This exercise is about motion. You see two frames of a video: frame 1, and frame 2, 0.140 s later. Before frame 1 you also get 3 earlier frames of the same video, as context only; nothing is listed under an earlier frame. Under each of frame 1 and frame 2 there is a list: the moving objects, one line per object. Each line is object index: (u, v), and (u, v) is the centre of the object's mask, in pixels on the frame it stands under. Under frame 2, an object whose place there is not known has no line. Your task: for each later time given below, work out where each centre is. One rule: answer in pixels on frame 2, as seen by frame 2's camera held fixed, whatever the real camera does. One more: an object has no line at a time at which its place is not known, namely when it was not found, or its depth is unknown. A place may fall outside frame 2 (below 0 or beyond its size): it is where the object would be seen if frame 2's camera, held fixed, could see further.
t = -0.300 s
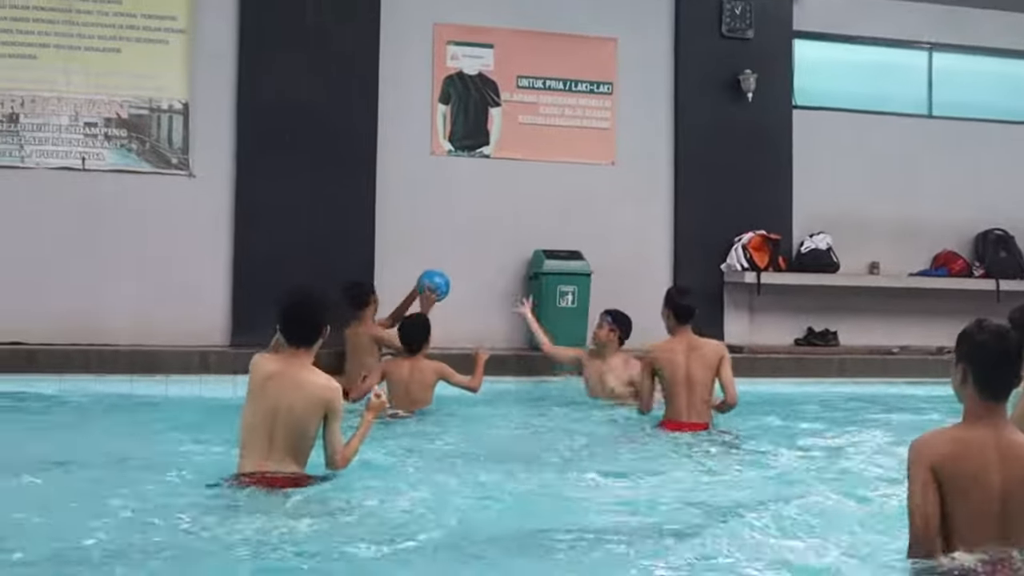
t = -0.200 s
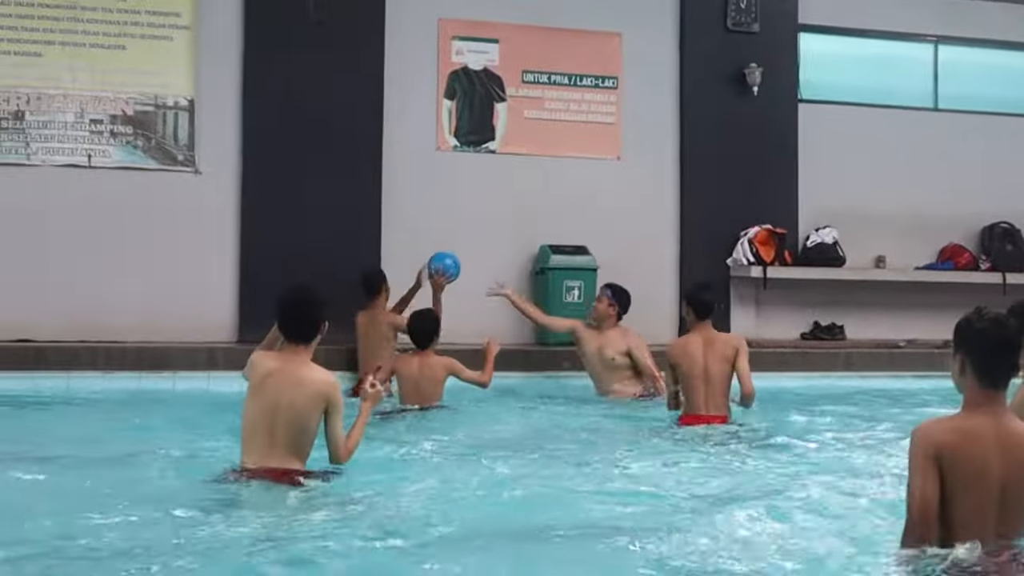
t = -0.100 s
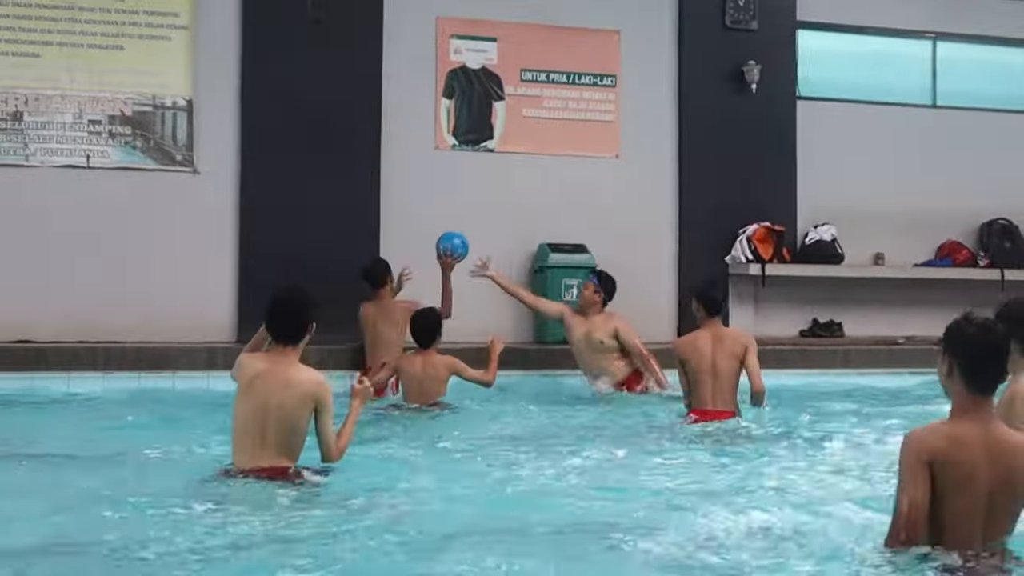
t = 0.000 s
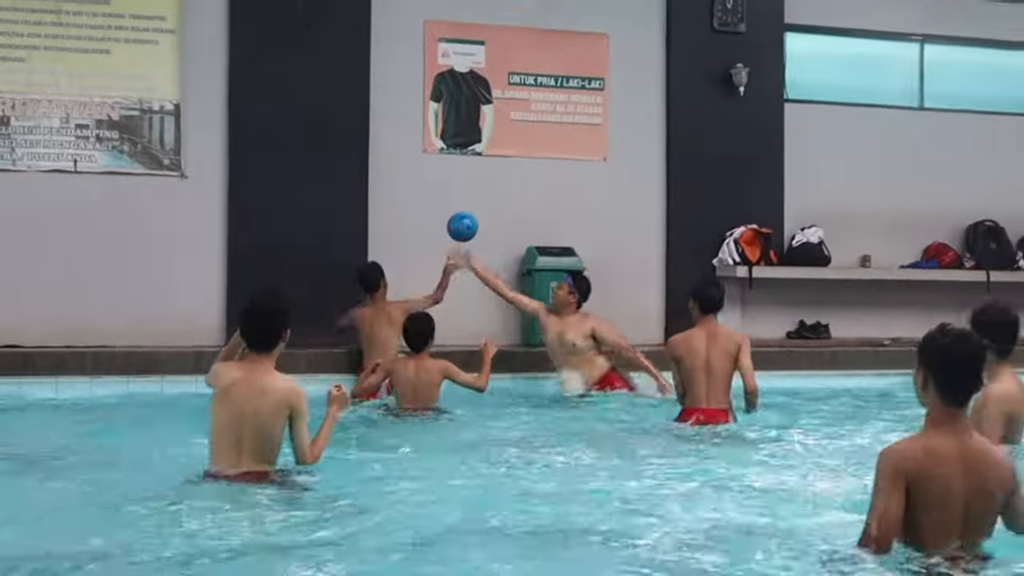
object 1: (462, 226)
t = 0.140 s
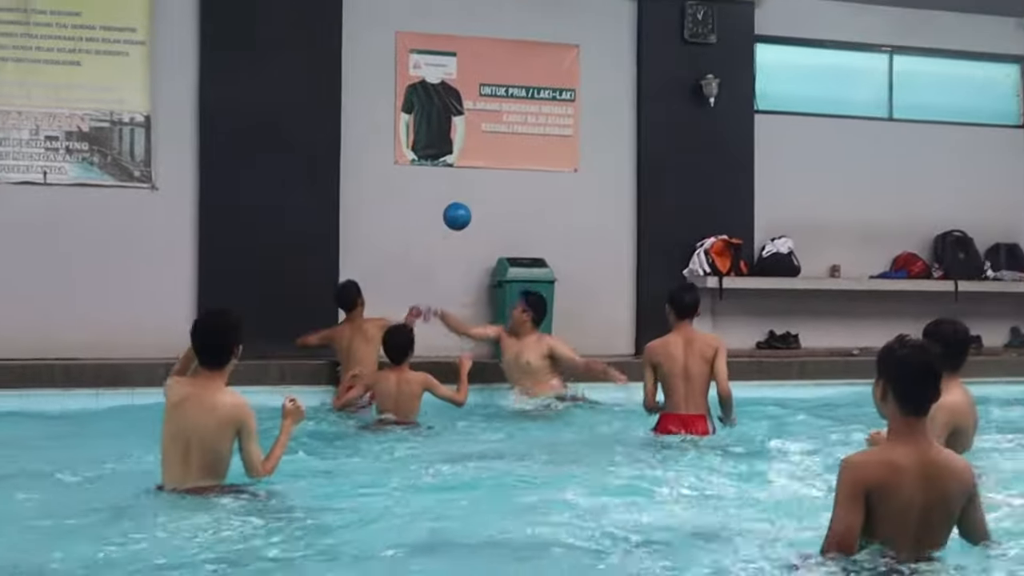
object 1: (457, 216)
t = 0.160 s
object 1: (460, 216)
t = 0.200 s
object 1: (465, 216)
